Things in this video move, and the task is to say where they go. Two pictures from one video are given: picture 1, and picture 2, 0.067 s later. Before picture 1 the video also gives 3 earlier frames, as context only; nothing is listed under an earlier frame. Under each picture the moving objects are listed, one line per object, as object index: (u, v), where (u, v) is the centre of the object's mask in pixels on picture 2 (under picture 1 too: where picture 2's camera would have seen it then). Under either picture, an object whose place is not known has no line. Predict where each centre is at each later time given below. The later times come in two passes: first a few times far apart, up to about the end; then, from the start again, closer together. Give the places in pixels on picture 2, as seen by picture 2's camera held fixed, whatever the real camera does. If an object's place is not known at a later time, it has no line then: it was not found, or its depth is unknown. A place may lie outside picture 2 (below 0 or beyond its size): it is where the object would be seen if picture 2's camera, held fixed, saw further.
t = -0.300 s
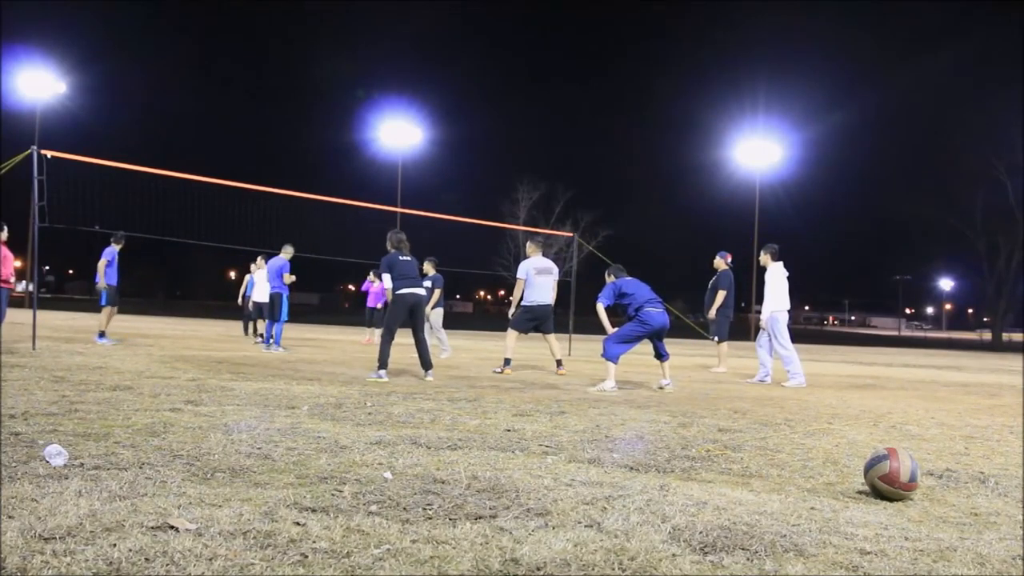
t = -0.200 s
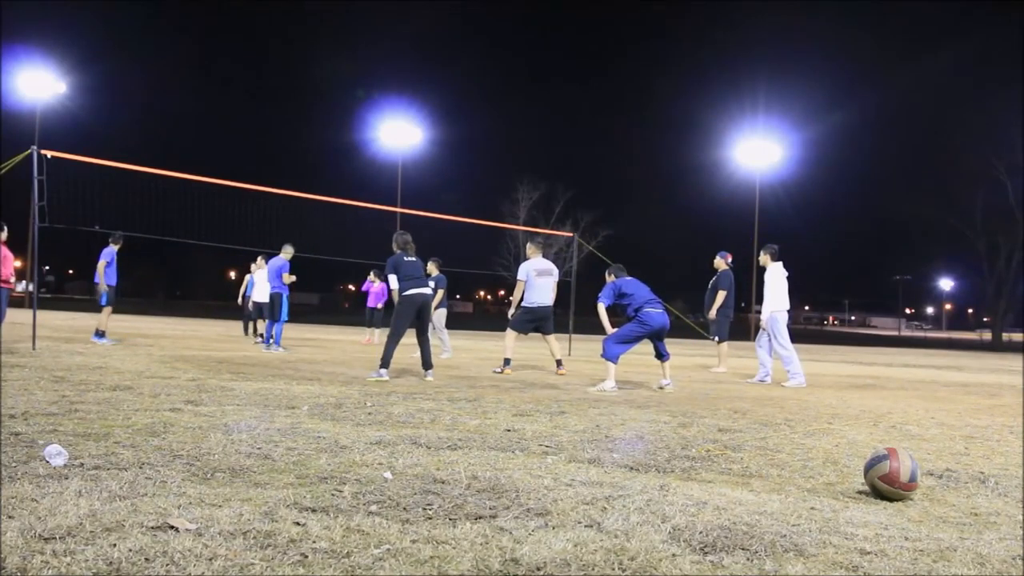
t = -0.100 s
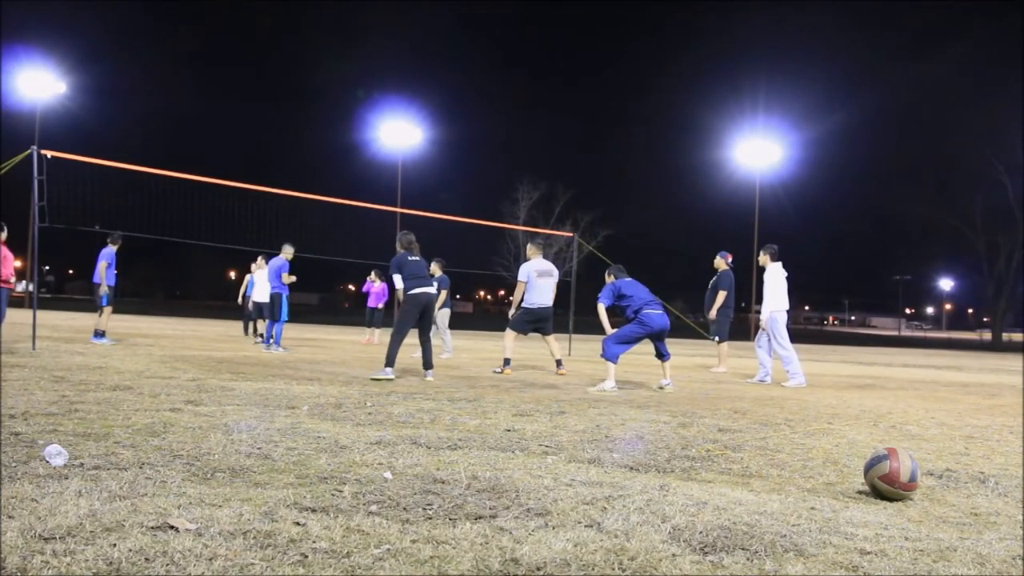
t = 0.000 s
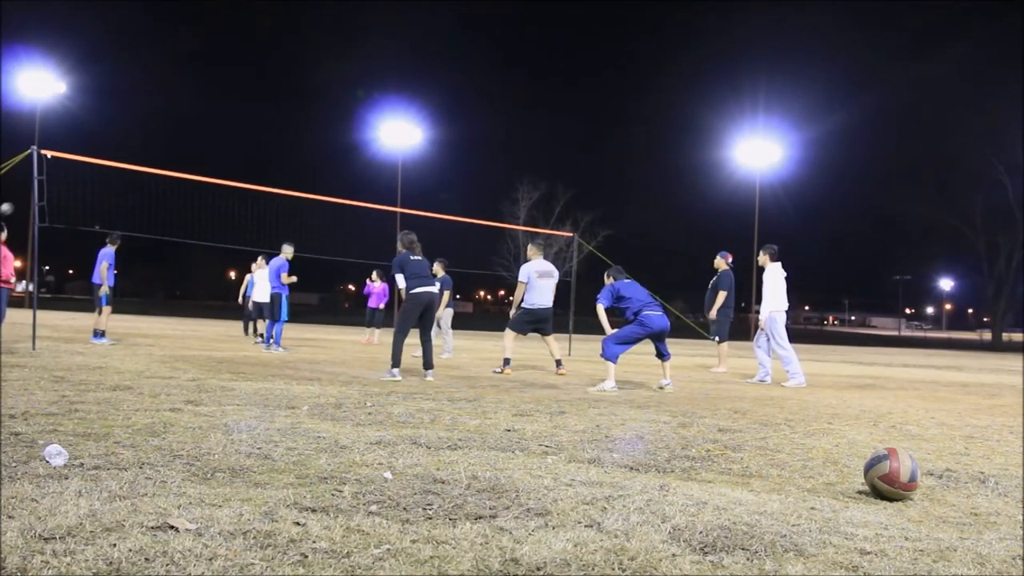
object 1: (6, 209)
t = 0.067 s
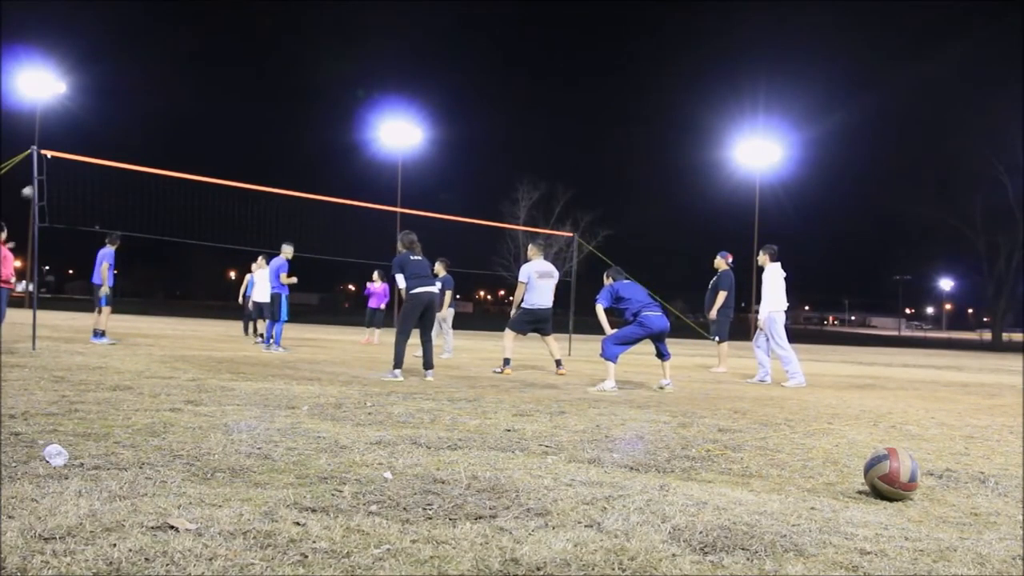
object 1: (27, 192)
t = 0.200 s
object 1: (75, 164)
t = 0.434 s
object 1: (171, 131)
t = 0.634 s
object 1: (262, 126)
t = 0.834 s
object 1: (364, 144)
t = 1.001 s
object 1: (458, 177)
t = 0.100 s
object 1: (41, 183)
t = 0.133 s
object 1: (52, 177)
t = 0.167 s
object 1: (64, 169)
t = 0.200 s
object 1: (75, 164)
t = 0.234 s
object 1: (90, 154)
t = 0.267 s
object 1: (102, 151)
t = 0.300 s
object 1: (115, 146)
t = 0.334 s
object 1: (129, 141)
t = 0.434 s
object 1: (171, 131)
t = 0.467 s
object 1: (185, 129)
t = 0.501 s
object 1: (200, 127)
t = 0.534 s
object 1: (215, 126)
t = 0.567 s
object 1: (231, 125)
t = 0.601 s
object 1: (246, 126)
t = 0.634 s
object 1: (262, 126)
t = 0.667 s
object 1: (279, 128)
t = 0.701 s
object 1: (296, 130)
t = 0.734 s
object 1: (313, 133)
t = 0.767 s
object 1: (330, 136)
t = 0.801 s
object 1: (347, 139)
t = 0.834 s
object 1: (364, 144)
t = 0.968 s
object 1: (438, 169)
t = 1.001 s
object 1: (458, 177)
